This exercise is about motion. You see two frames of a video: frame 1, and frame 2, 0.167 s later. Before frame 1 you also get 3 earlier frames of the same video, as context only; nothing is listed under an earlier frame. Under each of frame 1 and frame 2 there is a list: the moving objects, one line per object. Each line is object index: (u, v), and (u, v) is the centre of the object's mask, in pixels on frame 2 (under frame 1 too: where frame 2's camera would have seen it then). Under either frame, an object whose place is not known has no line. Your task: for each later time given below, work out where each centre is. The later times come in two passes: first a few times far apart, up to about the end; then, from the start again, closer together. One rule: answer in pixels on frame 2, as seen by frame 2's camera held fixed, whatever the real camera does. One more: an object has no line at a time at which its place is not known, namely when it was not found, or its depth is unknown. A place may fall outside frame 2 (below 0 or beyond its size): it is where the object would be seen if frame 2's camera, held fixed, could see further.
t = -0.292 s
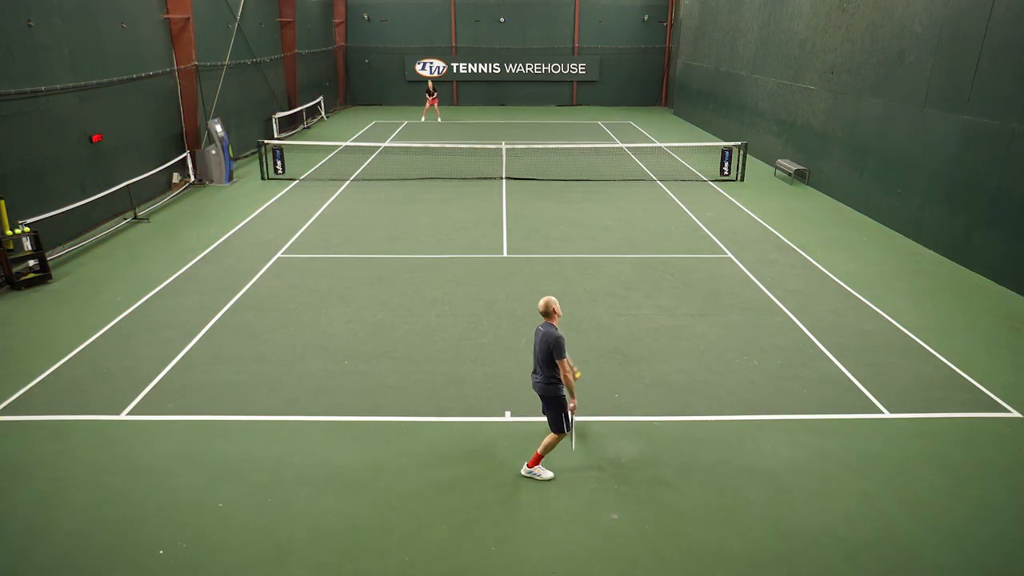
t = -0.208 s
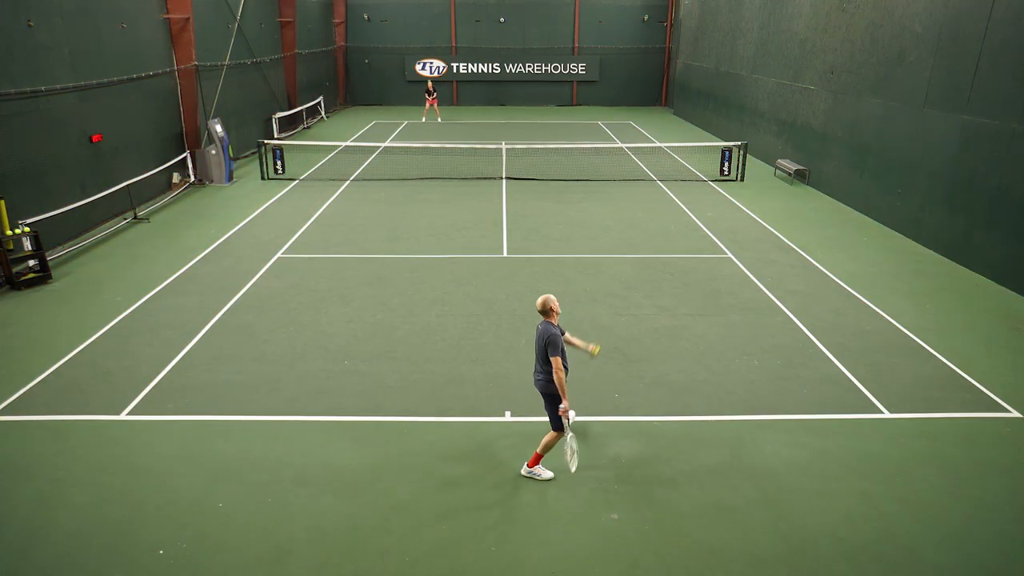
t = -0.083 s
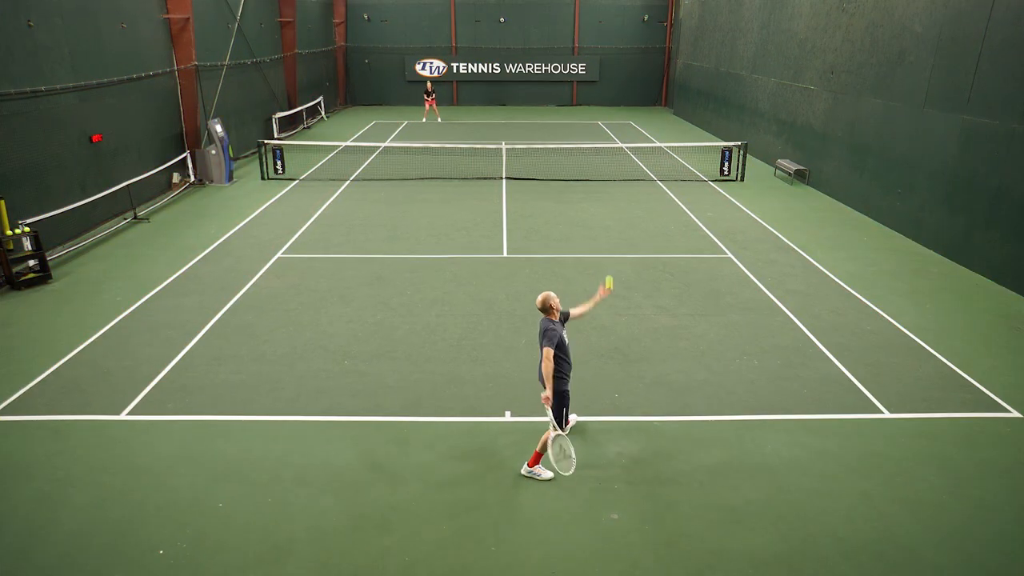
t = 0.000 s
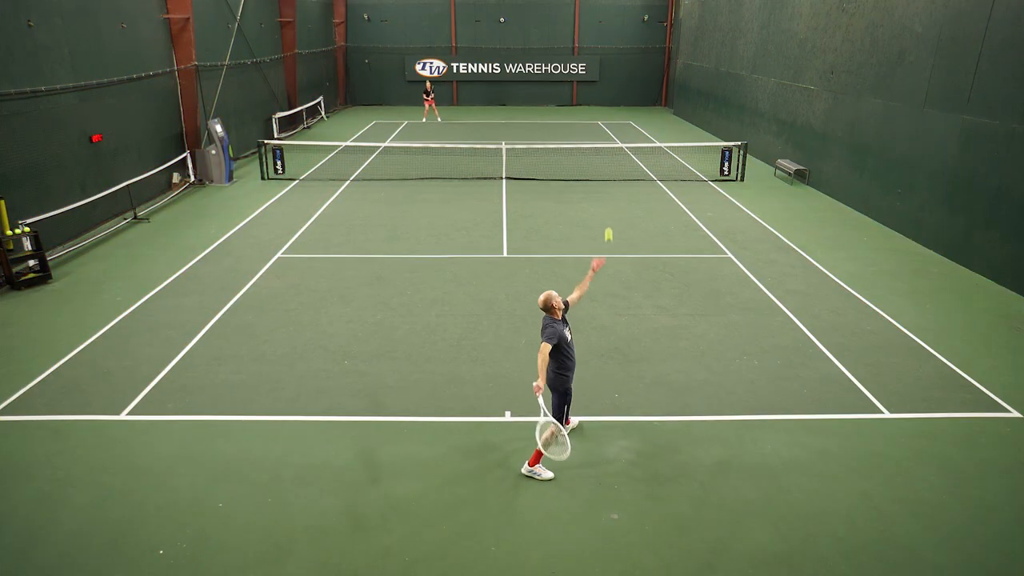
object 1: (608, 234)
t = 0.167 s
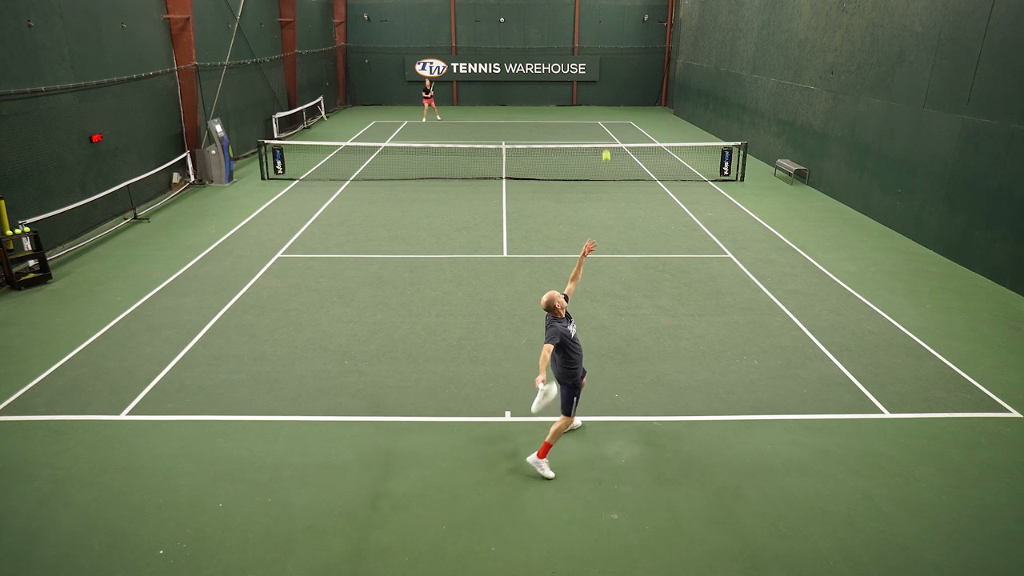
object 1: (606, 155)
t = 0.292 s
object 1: (603, 113)
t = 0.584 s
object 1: (594, 77)
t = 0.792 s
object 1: (586, 108)
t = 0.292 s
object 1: (603, 113)
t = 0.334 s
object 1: (602, 102)
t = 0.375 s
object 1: (601, 92)
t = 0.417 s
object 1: (600, 86)
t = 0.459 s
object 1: (599, 81)
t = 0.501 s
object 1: (597, 78)
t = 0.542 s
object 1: (596, 77)
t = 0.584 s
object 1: (594, 77)
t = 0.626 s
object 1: (593, 79)
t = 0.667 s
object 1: (591, 84)
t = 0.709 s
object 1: (589, 90)
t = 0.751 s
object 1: (588, 98)
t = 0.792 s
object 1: (586, 108)
